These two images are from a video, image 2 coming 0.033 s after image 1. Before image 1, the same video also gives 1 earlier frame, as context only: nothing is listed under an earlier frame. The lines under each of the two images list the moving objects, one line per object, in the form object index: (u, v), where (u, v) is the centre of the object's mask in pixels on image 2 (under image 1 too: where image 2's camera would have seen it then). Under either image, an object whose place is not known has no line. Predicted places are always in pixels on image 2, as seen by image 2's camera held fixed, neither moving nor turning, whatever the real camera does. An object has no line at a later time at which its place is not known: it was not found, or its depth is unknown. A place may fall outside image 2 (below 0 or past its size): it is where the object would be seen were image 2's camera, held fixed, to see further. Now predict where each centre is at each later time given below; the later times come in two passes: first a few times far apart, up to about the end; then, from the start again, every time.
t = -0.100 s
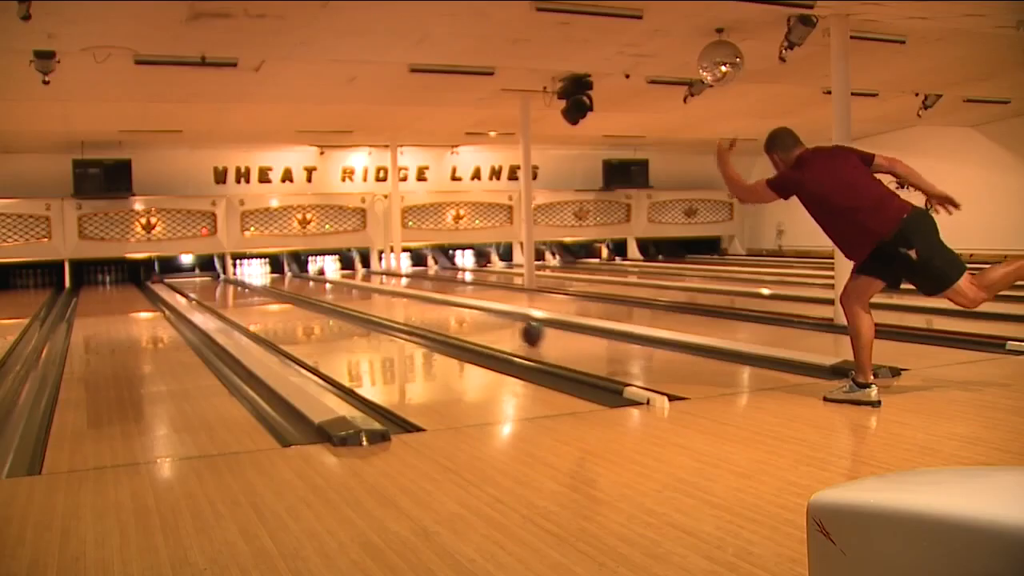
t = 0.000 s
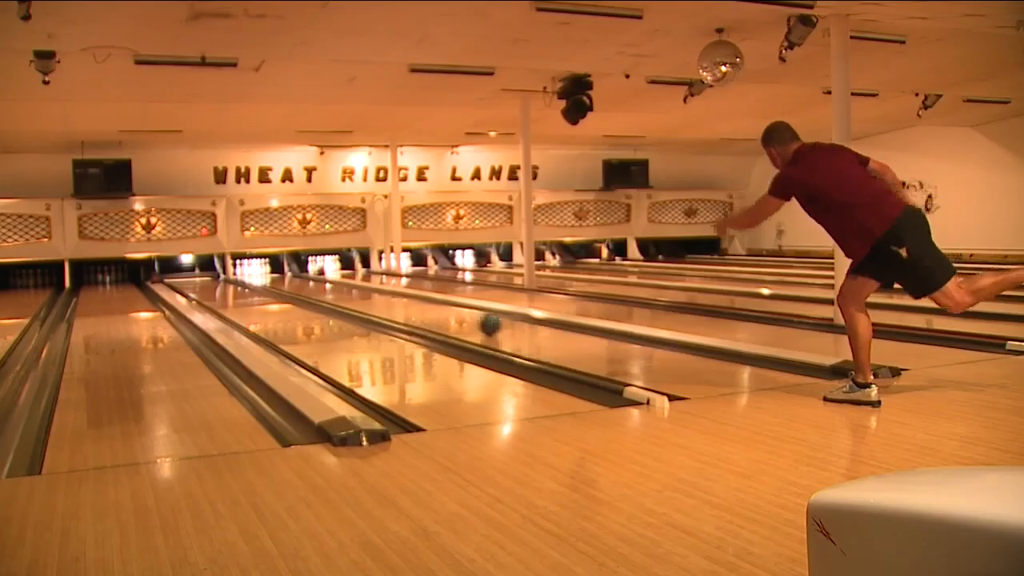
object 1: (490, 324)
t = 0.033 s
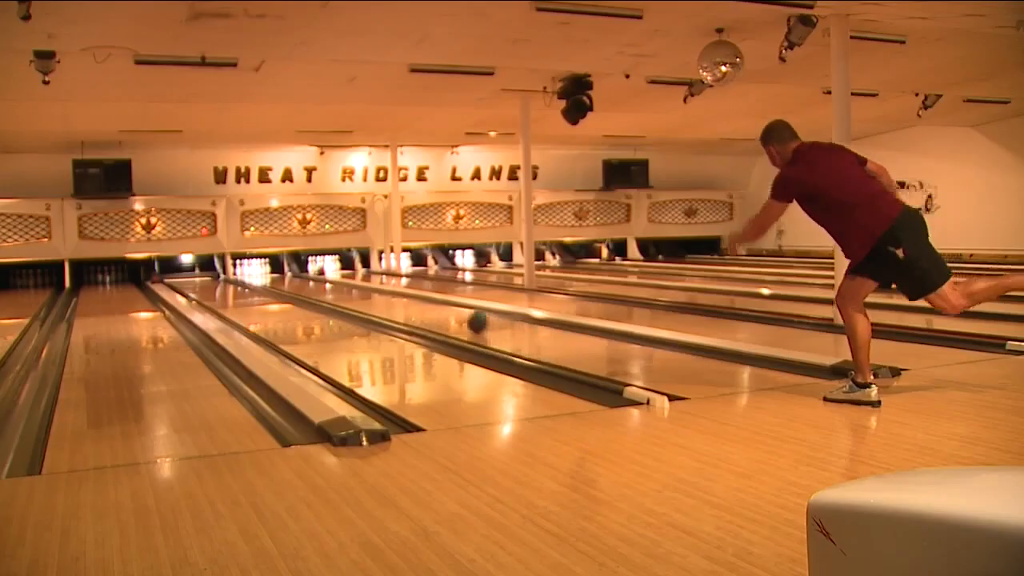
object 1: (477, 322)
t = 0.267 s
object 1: (407, 307)
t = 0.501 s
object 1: (358, 297)
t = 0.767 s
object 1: (318, 289)
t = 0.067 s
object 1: (465, 319)
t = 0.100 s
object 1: (454, 317)
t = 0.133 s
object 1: (444, 315)
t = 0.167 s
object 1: (434, 313)
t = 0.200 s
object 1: (424, 311)
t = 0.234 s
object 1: (415, 309)
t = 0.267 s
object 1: (407, 307)
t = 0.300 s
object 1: (399, 306)
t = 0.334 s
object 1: (391, 304)
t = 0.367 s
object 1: (384, 303)
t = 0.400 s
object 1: (377, 301)
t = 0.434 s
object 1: (370, 300)
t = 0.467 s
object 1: (364, 299)
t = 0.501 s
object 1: (358, 297)
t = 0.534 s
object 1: (352, 296)
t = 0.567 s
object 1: (347, 295)
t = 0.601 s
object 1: (341, 294)
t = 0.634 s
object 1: (336, 293)
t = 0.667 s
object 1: (332, 292)
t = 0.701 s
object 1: (327, 291)
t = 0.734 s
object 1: (323, 290)
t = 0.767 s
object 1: (318, 289)
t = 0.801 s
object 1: (313, 288)
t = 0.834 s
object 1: (310, 287)
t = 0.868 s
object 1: (306, 287)
